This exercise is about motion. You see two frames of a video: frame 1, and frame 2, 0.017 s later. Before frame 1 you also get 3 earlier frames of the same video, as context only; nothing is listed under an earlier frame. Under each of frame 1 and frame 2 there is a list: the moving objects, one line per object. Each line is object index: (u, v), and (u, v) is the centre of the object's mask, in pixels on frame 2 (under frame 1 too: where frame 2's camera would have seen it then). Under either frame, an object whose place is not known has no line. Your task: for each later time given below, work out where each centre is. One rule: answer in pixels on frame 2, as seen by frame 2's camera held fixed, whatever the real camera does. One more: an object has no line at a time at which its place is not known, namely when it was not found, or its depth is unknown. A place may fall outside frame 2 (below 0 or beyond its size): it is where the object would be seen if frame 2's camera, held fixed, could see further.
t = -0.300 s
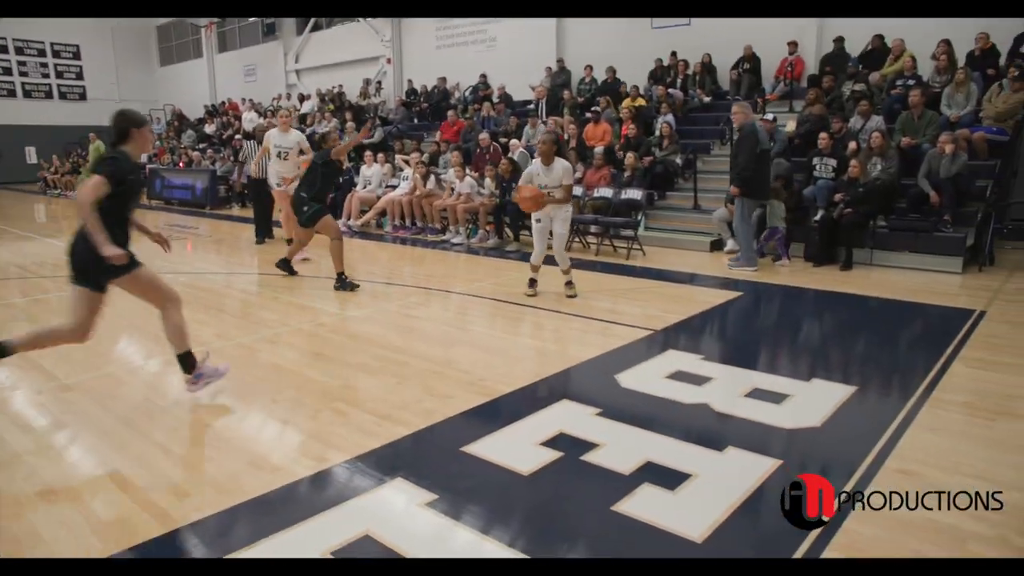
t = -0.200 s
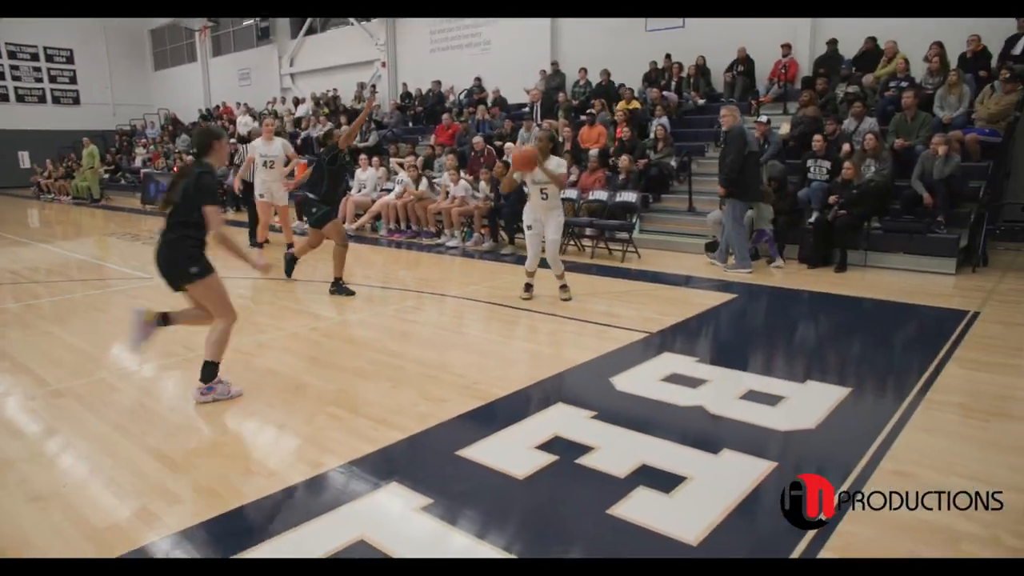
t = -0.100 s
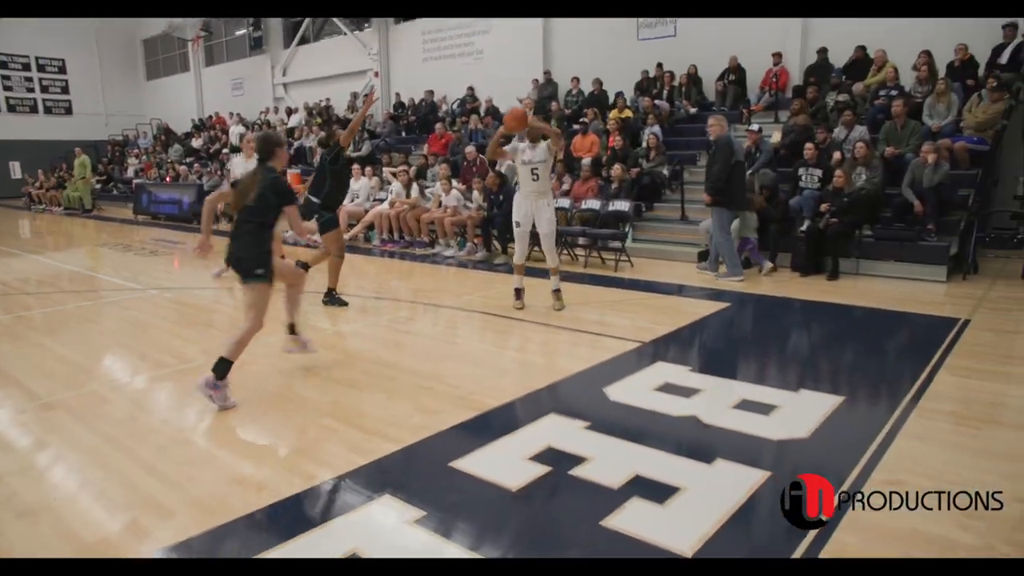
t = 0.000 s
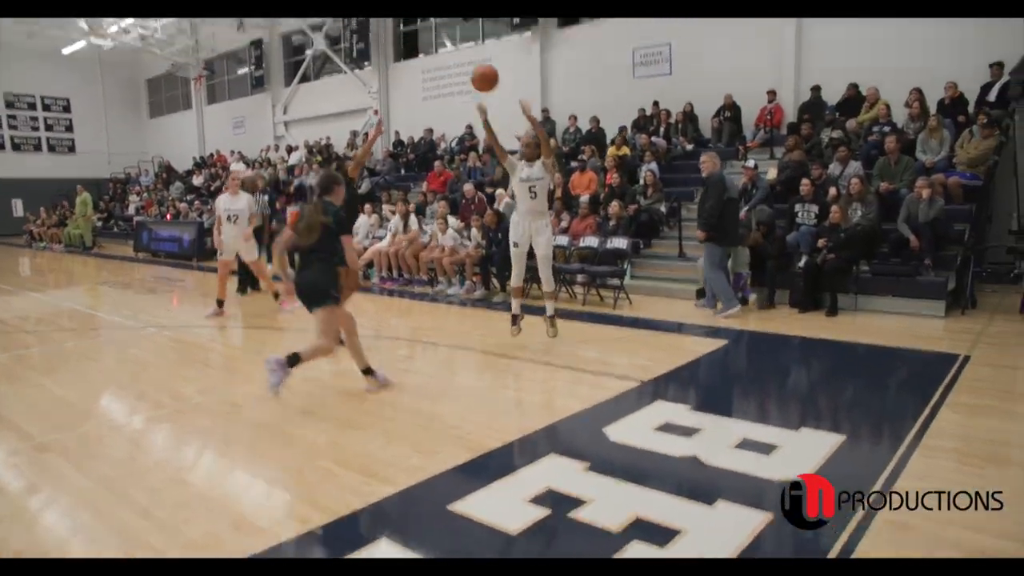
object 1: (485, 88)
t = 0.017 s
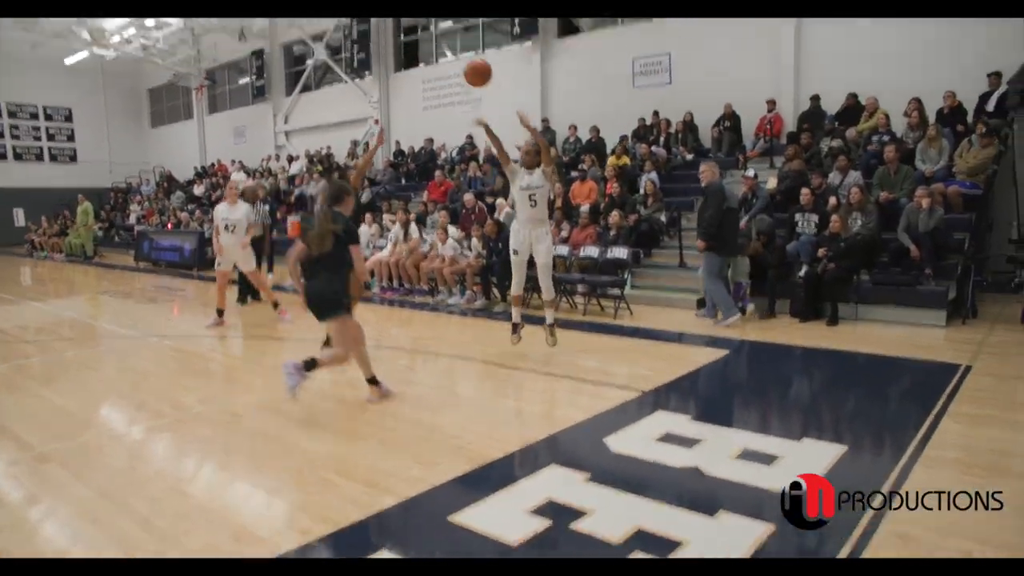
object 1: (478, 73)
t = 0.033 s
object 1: (470, 56)
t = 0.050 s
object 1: (462, 41)
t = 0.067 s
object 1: (454, 26)
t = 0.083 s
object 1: (446, 11)
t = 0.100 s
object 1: (437, -3)
